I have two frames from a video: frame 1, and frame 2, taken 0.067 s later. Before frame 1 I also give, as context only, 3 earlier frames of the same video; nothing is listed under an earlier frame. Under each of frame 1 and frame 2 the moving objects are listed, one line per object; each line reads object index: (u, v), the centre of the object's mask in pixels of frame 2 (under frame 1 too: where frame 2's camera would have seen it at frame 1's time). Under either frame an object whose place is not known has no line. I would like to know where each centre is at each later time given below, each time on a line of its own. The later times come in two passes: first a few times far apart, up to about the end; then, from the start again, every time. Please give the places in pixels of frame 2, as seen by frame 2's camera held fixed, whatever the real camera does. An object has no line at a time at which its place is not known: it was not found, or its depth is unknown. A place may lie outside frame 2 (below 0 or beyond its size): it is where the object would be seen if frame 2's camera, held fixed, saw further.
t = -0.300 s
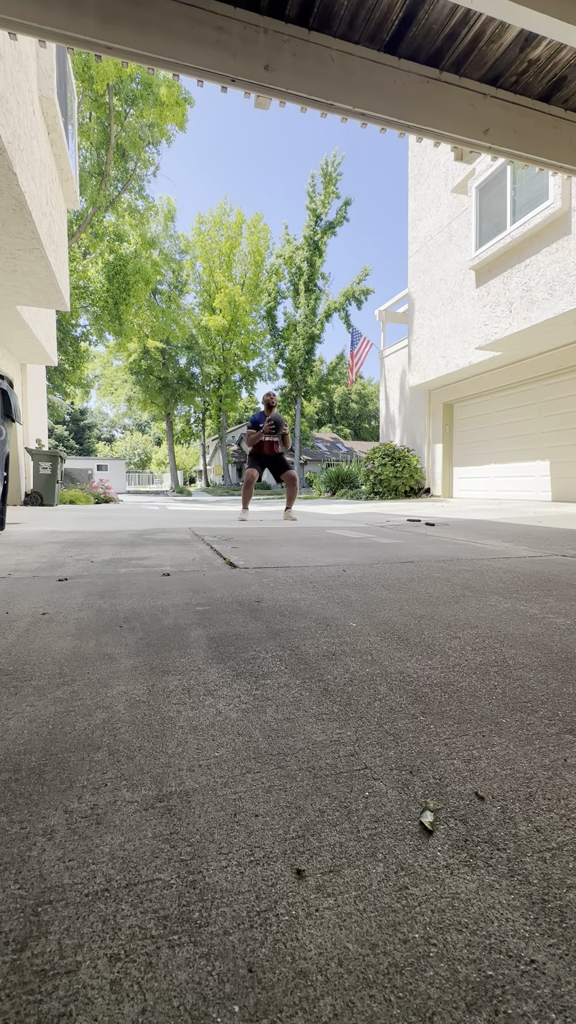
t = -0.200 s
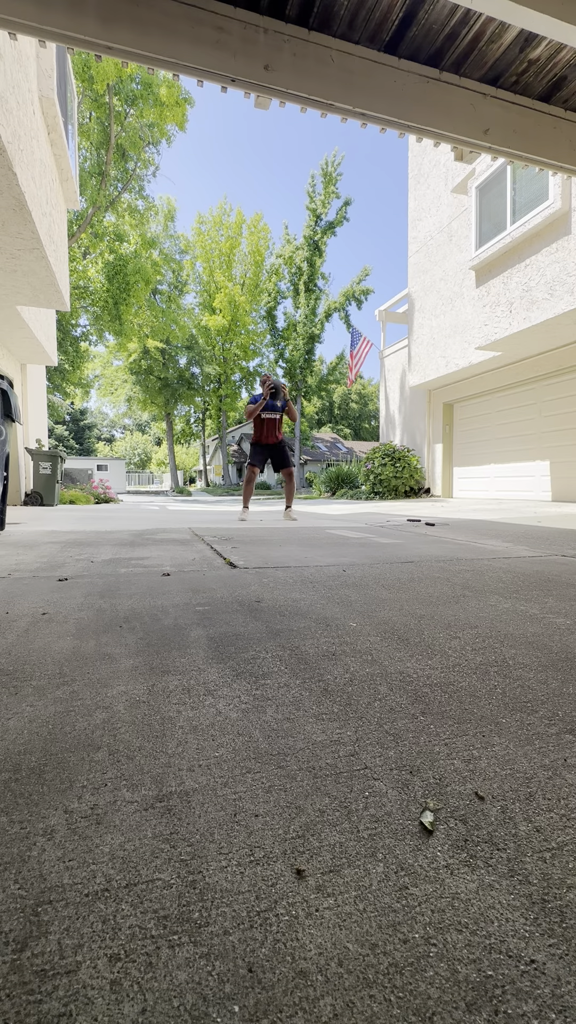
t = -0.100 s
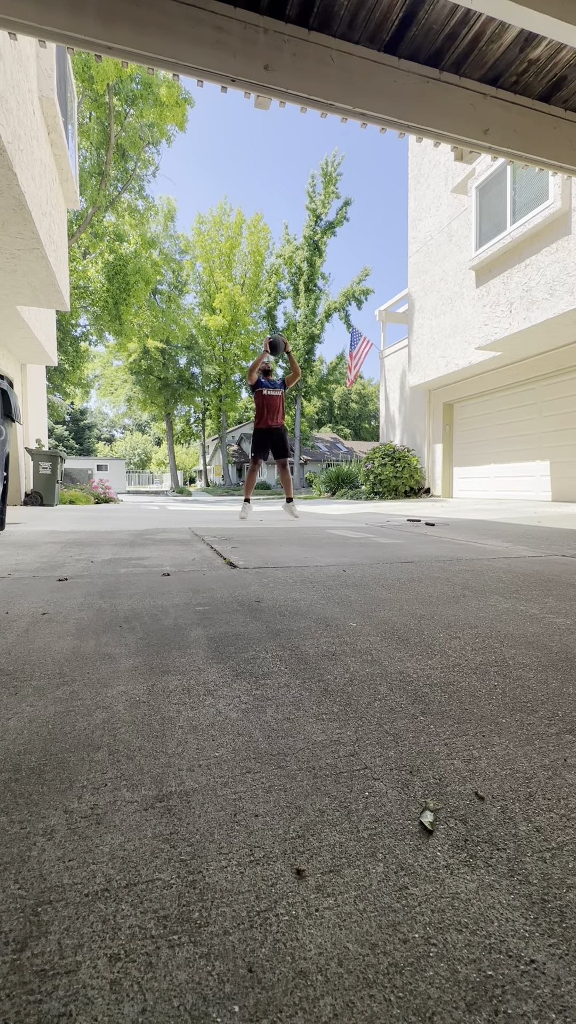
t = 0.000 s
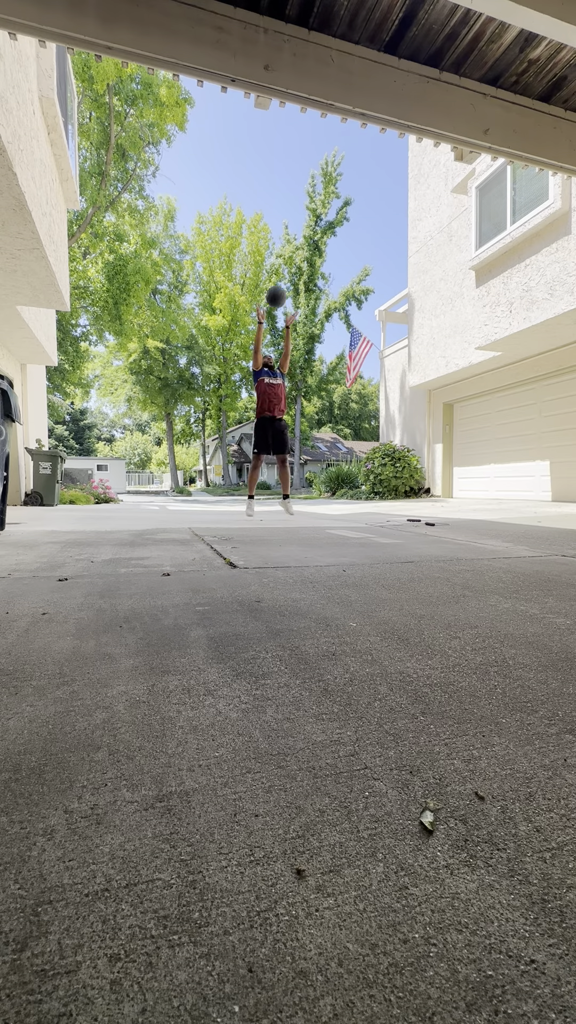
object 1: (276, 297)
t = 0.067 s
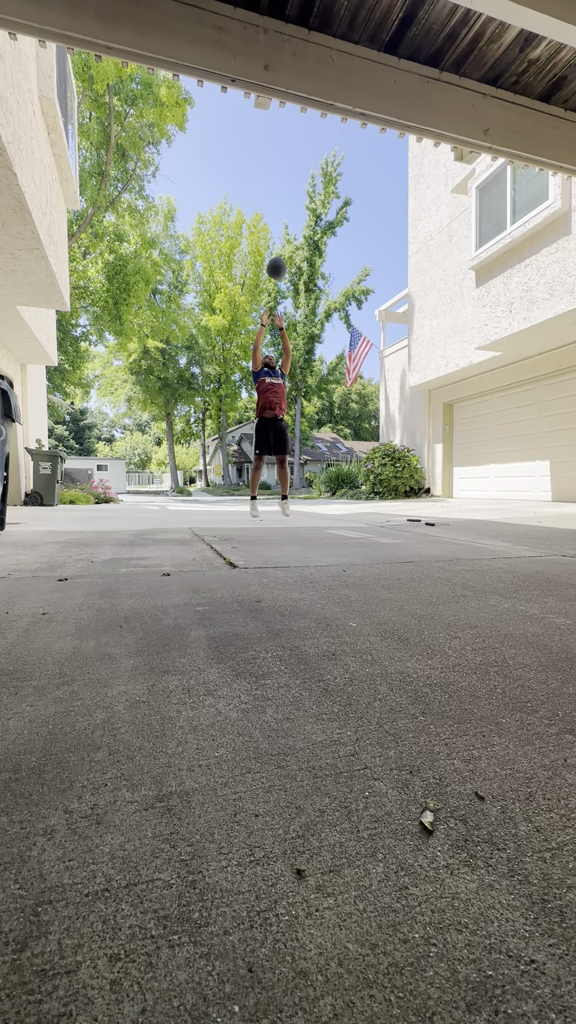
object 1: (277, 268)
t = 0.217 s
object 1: (278, 217)
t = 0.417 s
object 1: (280, 181)
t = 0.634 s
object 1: (283, 184)
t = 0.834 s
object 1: (285, 227)
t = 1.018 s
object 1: (288, 301)
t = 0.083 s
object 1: (277, 262)
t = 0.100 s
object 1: (277, 255)
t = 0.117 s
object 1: (277, 249)
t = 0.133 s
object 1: (277, 243)
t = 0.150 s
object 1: (277, 237)
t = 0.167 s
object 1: (278, 232)
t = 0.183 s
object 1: (278, 227)
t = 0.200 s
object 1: (278, 222)
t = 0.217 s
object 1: (278, 217)
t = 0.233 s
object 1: (279, 213)
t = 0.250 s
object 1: (279, 209)
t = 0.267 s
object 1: (279, 205)
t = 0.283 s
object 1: (279, 201)
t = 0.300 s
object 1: (279, 198)
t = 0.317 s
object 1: (280, 195)
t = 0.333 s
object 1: (280, 192)
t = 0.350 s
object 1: (280, 189)
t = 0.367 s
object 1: (280, 187)
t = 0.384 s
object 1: (280, 185)
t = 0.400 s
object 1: (280, 183)
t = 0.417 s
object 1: (280, 181)
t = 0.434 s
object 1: (281, 180)
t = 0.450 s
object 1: (281, 179)
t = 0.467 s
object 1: (281, 178)
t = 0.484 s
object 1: (281, 177)
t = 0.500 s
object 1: (281, 177)
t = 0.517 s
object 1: (282, 177)
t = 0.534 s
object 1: (282, 177)
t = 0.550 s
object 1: (282, 178)
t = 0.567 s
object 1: (282, 179)
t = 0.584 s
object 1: (282, 180)
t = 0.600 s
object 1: (283, 181)
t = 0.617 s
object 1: (283, 182)
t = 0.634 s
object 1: (283, 184)
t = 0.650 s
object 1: (283, 186)
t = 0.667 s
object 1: (283, 189)
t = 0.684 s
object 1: (284, 191)
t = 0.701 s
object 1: (284, 194)
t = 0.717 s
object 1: (284, 197)
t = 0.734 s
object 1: (284, 201)
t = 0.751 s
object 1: (284, 204)
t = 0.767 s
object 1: (284, 209)
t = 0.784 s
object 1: (285, 213)
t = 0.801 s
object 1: (285, 217)
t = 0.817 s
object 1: (285, 222)
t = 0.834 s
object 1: (285, 227)
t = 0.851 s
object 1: (286, 232)
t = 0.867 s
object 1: (286, 238)
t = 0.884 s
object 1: (286, 244)
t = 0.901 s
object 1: (286, 250)
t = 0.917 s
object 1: (287, 257)
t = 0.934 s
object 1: (287, 263)
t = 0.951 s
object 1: (287, 270)
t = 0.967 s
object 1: (287, 277)
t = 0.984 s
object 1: (287, 286)
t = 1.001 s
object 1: (288, 293)
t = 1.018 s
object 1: (288, 301)
